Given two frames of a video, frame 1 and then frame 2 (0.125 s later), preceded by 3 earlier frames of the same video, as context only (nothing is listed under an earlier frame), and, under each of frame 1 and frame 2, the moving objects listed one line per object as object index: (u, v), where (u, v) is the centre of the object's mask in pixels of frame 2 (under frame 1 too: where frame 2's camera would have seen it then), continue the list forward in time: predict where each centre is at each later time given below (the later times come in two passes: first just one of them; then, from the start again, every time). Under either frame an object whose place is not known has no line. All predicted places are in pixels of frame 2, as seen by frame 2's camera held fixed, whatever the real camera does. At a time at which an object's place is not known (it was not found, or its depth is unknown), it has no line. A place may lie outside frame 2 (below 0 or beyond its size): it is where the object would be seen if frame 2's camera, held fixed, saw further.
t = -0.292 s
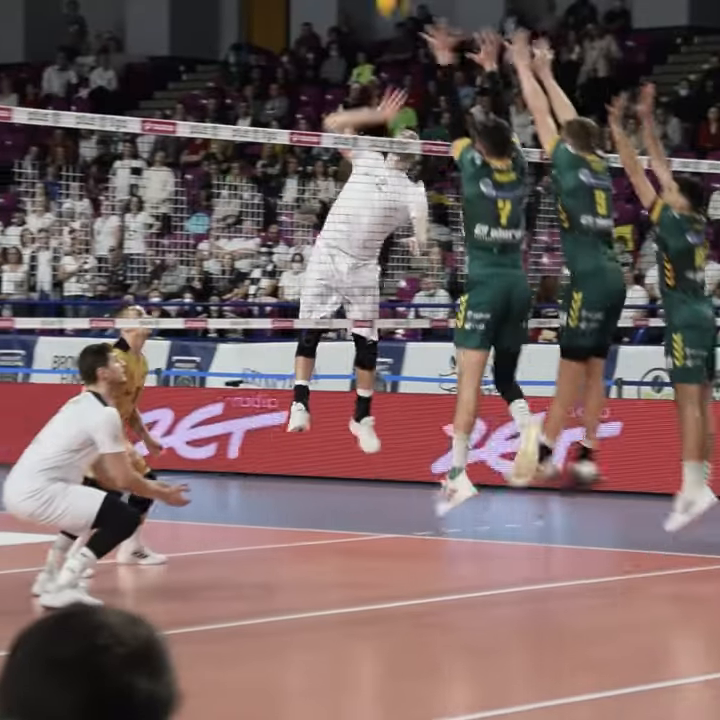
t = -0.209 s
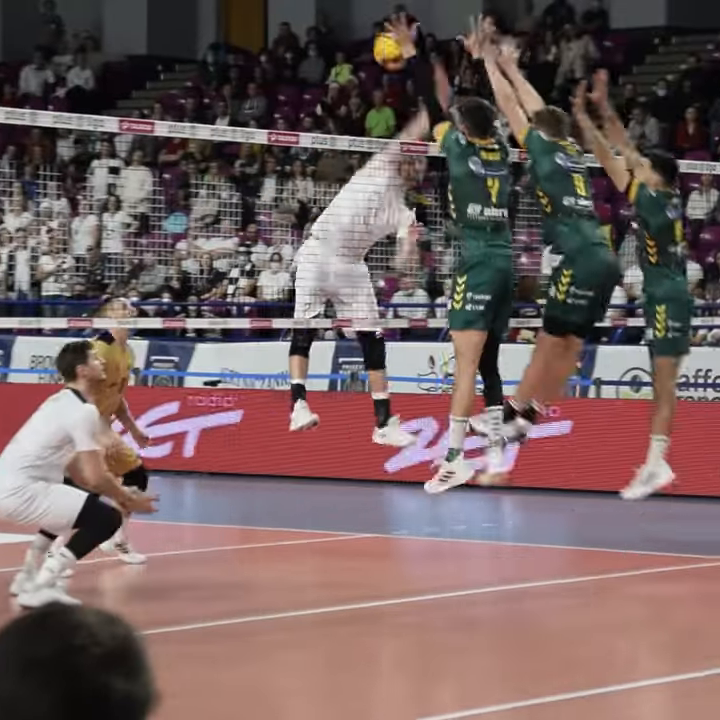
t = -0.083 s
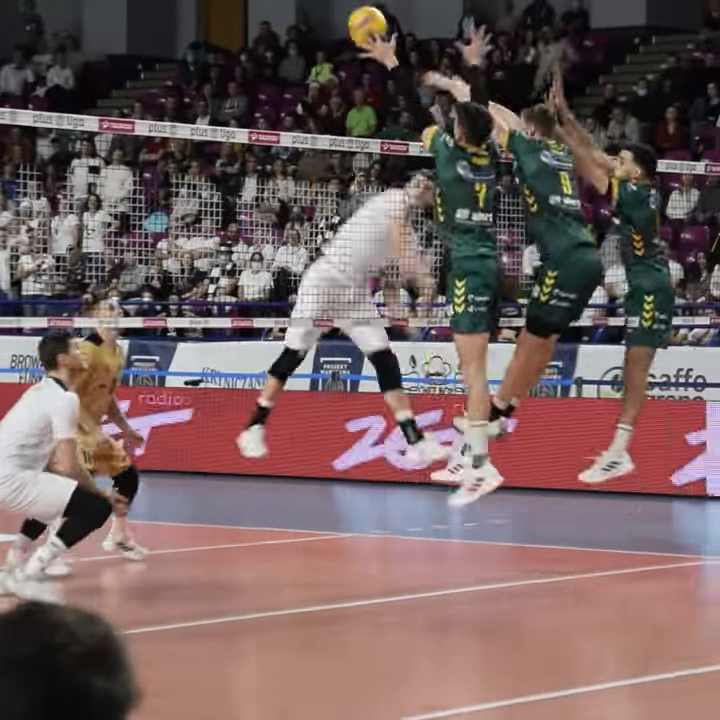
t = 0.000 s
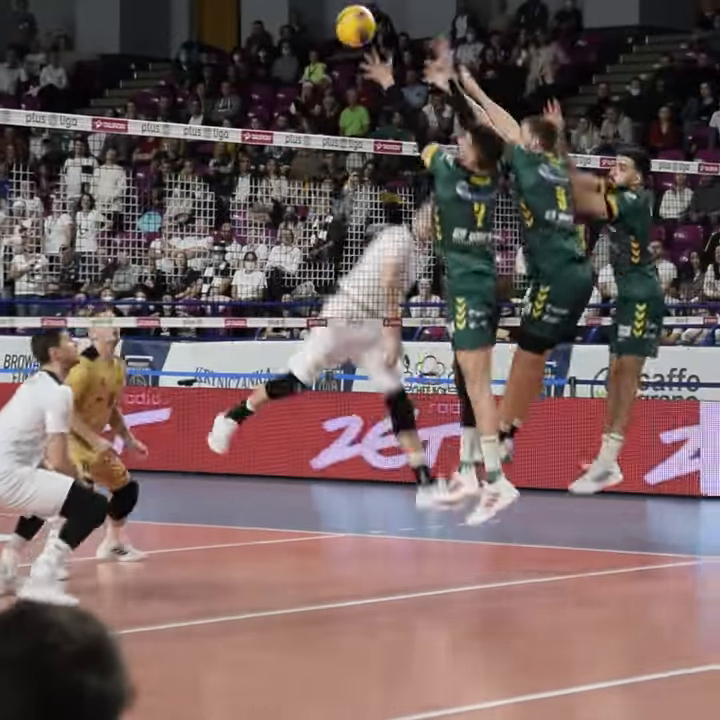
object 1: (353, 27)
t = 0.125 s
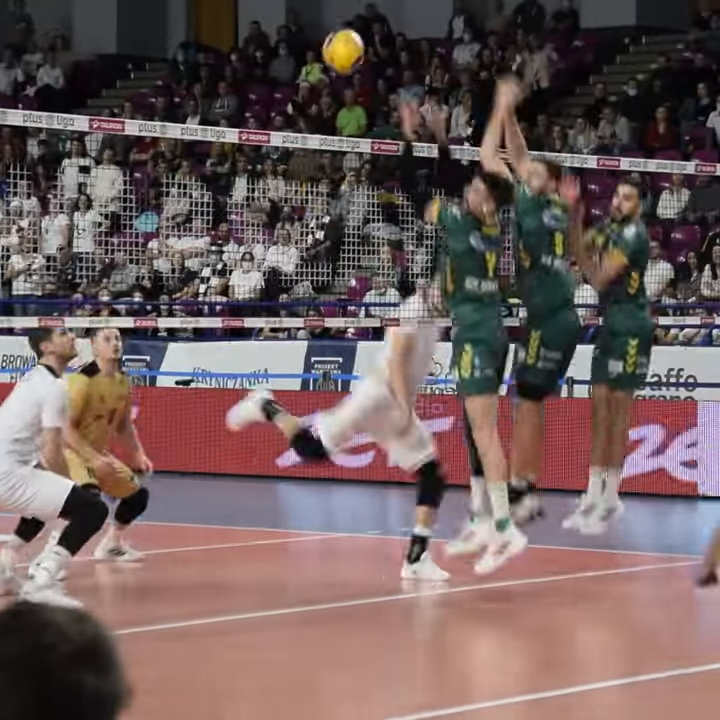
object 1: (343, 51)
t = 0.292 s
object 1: (327, 159)
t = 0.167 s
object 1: (340, 67)
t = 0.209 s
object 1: (336, 87)
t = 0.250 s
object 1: (330, 124)
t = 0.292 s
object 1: (327, 159)
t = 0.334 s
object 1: (324, 192)
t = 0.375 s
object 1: (321, 235)
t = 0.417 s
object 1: (313, 280)
